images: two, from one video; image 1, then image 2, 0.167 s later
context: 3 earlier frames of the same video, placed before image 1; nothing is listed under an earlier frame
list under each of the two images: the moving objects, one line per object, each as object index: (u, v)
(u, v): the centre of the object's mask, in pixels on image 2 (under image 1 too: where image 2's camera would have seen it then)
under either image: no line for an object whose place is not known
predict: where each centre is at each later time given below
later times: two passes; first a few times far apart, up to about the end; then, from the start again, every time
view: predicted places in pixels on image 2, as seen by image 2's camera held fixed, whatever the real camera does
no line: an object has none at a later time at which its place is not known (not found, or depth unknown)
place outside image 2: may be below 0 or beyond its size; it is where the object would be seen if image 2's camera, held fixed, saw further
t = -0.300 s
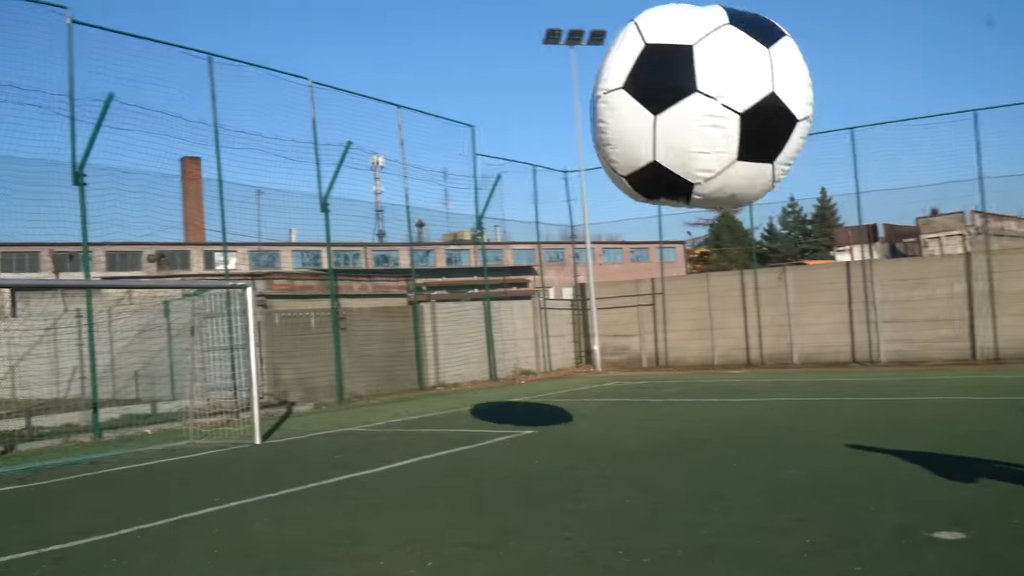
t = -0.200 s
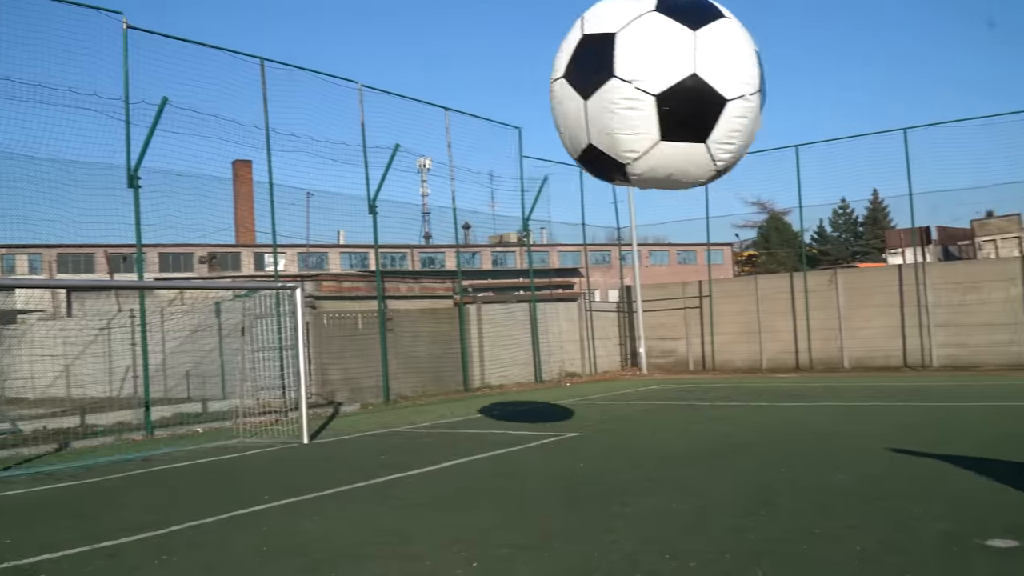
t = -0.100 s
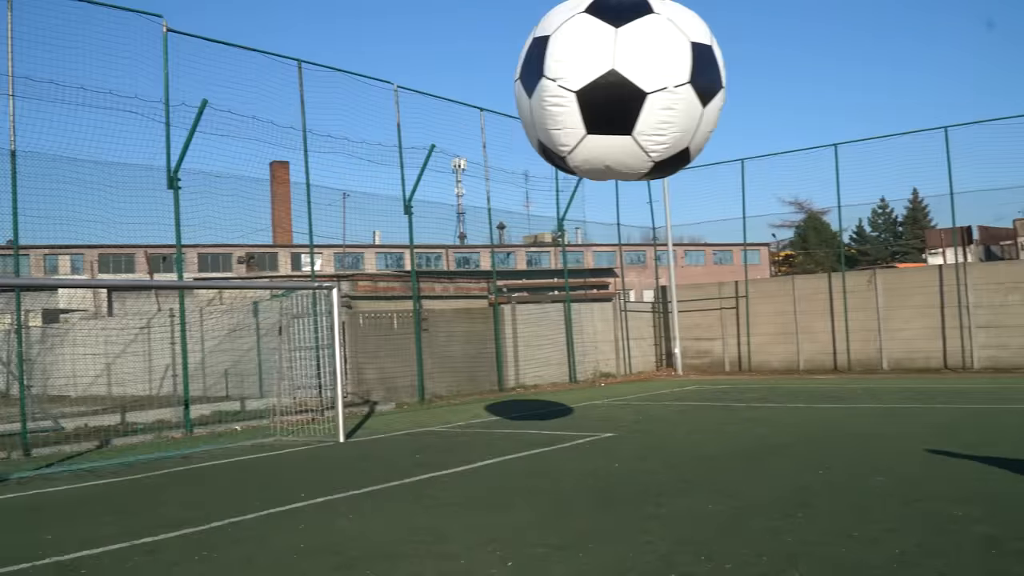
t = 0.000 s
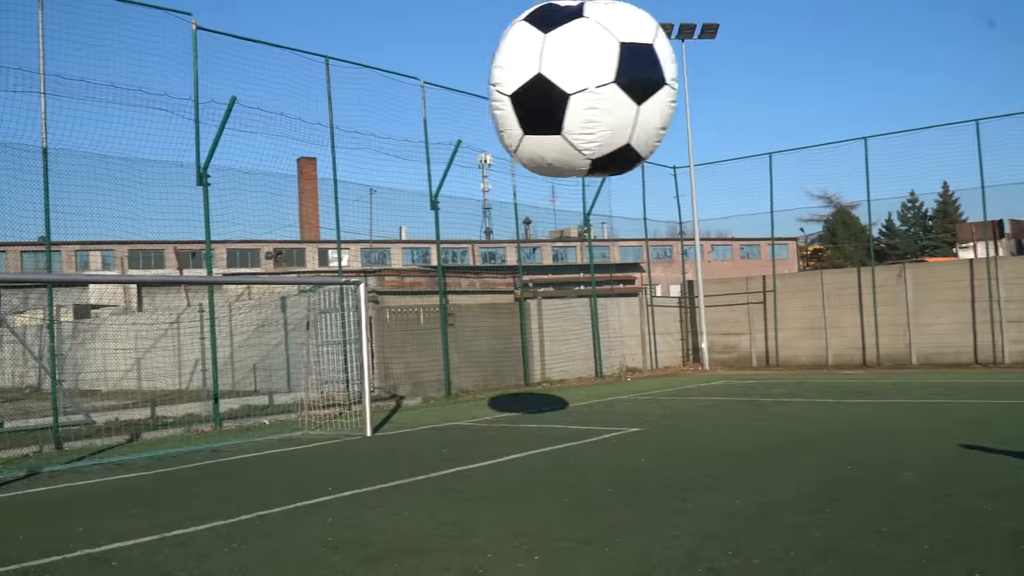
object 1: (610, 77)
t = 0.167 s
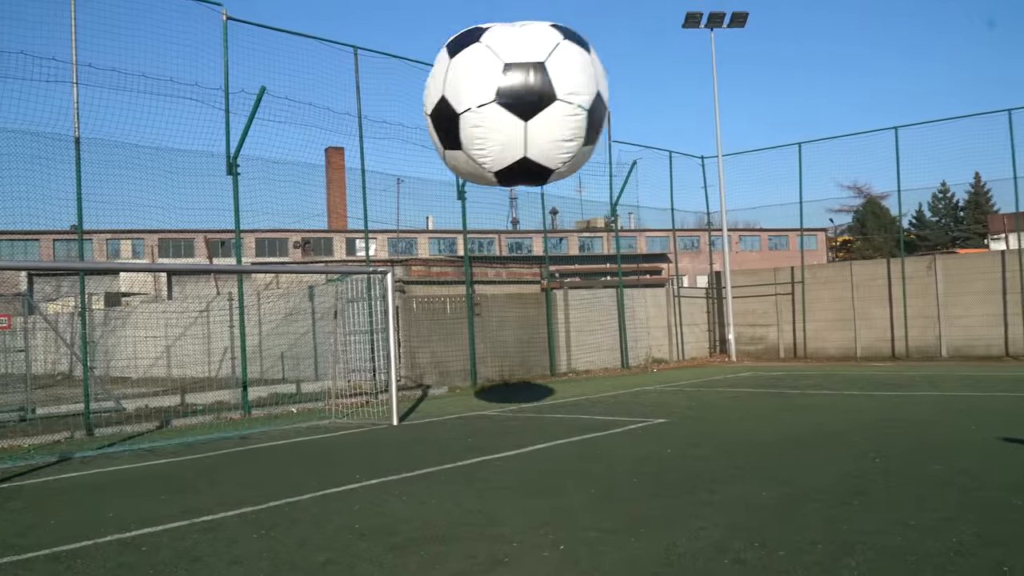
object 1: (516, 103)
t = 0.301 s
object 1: (461, 132)
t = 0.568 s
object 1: (369, 202)
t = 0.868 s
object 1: (299, 295)
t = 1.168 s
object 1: (258, 393)
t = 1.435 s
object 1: (243, 357)
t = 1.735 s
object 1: (235, 337)
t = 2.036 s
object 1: (242, 363)
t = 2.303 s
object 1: (288, 380)
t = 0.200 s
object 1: (501, 110)
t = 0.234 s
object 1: (487, 117)
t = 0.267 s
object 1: (474, 124)
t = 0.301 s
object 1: (461, 132)
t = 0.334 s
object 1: (447, 140)
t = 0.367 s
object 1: (433, 149)
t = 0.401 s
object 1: (420, 157)
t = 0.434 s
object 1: (407, 166)
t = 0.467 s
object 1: (398, 174)
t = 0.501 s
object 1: (388, 183)
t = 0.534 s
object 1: (378, 193)
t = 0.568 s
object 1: (369, 202)
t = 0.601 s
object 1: (360, 212)
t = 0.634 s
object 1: (352, 222)
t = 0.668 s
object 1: (343, 232)
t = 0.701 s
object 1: (335, 243)
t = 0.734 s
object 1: (327, 253)
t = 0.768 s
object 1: (319, 264)
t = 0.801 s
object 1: (312, 274)
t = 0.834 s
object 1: (306, 284)
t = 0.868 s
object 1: (299, 295)
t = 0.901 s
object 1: (294, 305)
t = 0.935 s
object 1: (288, 316)
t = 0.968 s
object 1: (284, 327)
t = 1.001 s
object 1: (279, 339)
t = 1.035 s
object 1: (274, 350)
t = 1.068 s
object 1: (270, 362)
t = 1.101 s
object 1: (267, 374)
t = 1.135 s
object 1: (262, 384)
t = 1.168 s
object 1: (258, 393)
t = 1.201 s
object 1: (256, 397)
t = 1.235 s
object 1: (253, 391)
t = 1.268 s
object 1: (251, 385)
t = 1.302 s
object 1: (249, 380)
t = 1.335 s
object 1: (248, 373)
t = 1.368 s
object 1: (246, 367)
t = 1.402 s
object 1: (244, 361)
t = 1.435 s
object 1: (243, 357)
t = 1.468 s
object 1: (242, 353)
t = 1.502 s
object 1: (241, 350)
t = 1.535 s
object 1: (239, 347)
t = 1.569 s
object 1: (238, 344)
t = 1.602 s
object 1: (238, 342)
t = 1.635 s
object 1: (236, 340)
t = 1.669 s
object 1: (236, 338)
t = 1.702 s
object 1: (235, 337)
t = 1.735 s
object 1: (235, 337)
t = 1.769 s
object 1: (235, 338)
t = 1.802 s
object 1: (235, 339)
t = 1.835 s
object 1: (236, 341)
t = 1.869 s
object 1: (237, 343)
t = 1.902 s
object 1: (238, 346)
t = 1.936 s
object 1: (239, 349)
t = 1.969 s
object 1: (240, 354)
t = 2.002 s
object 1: (241, 358)
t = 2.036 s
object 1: (242, 363)
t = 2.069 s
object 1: (242, 368)
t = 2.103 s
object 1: (242, 373)
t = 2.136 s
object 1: (243, 379)
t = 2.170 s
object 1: (244, 384)
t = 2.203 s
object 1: (246, 388)
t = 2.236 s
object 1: (251, 387)
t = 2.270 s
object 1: (268, 383)
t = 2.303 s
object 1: (288, 380)
